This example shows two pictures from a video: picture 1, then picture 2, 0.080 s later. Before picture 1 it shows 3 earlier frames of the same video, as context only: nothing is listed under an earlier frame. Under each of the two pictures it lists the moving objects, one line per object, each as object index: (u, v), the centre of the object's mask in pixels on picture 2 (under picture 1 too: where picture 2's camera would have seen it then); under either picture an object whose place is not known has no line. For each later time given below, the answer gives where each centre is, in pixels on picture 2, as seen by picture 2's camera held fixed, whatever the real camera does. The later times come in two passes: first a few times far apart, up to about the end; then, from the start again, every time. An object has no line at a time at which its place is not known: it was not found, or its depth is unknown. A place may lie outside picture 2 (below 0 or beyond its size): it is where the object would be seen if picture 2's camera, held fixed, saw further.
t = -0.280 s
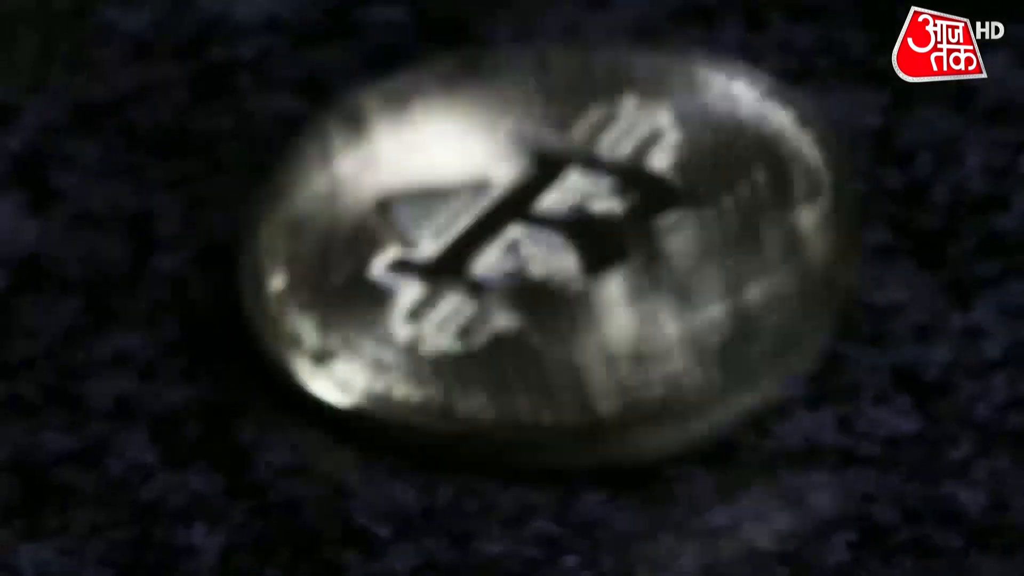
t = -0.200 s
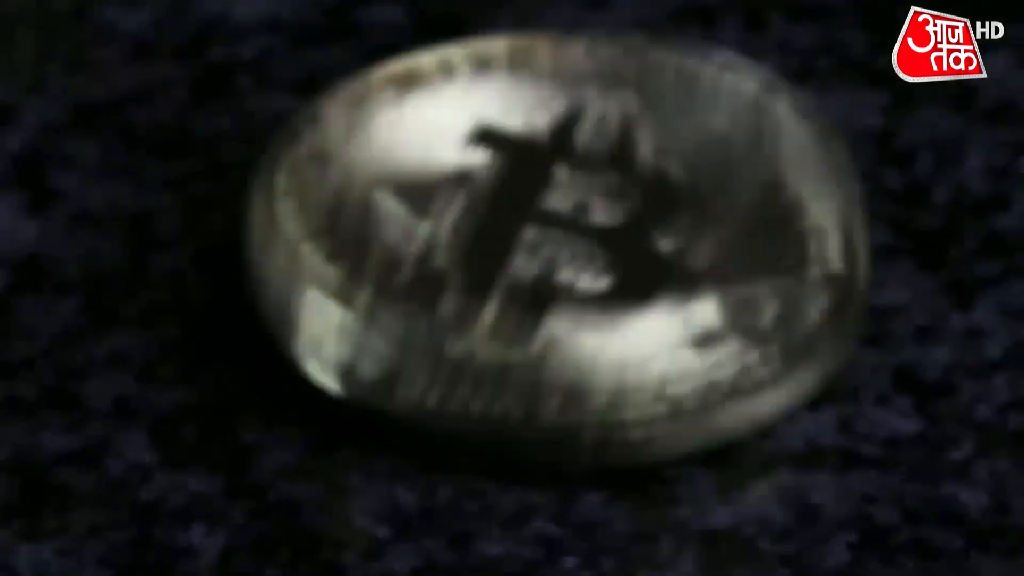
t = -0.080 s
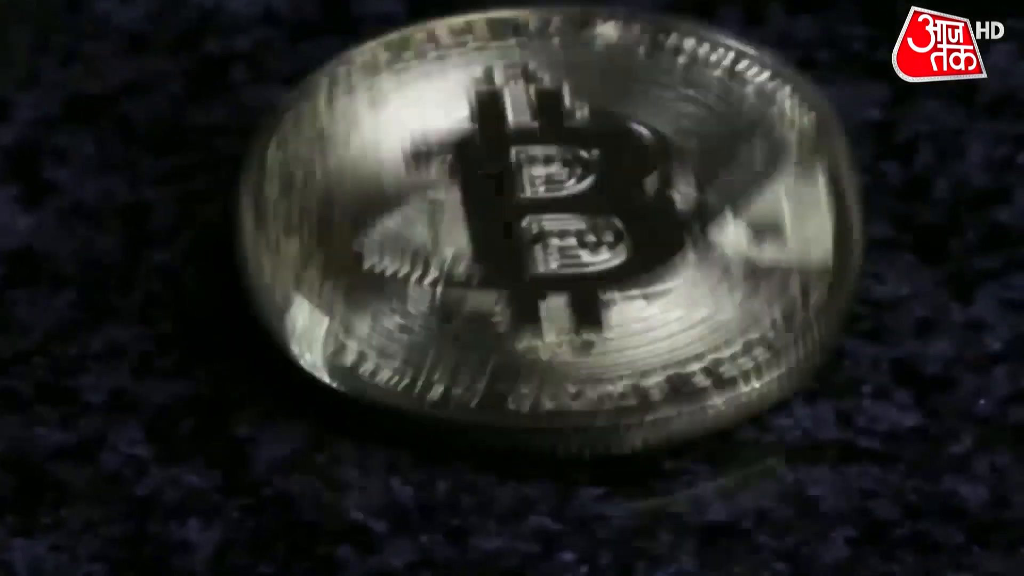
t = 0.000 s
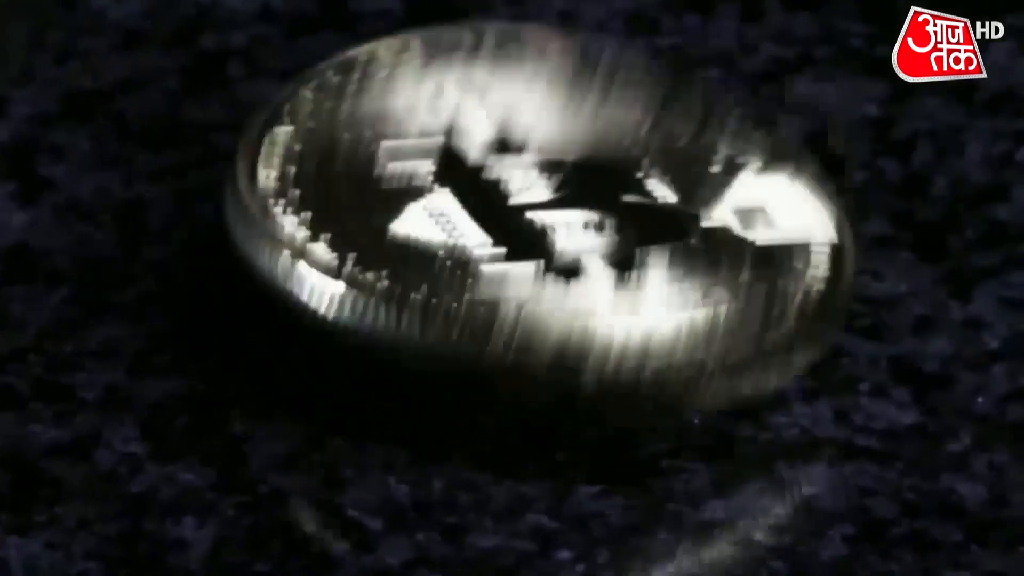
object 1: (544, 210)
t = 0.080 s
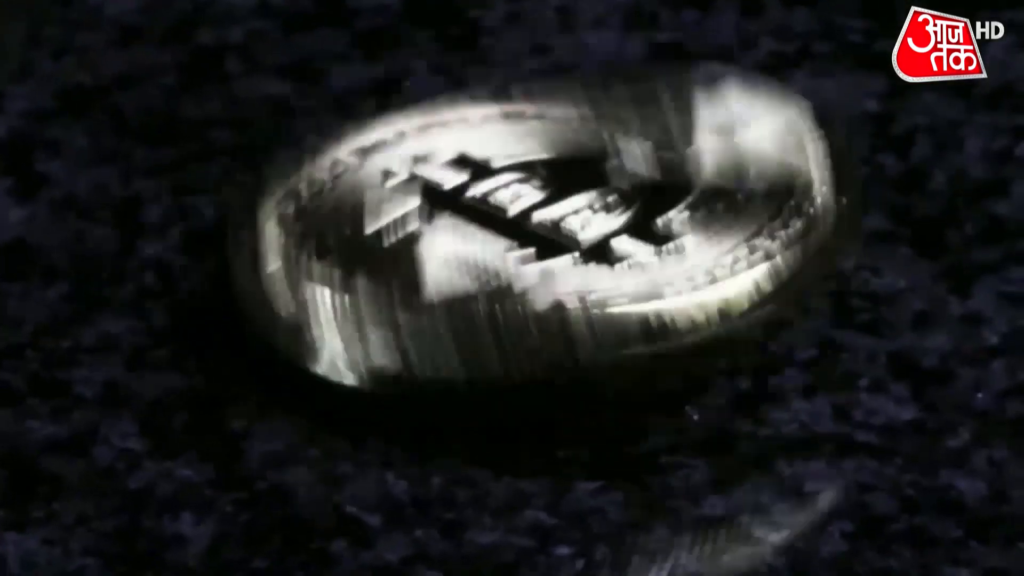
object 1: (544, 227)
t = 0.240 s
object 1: (551, 214)
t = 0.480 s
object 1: (548, 225)
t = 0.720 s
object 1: (552, 235)
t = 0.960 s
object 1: (554, 247)
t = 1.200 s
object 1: (547, 245)
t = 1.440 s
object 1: (541, 244)
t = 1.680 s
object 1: (552, 251)
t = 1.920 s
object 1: (557, 257)
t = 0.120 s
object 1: (557, 224)
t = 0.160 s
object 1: (555, 228)
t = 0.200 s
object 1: (548, 228)
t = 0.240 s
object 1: (551, 214)
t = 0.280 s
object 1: (546, 233)
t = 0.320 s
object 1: (537, 233)
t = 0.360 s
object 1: (550, 225)
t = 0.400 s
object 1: (555, 239)
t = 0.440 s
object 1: (557, 233)
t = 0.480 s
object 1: (548, 225)
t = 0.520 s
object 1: (551, 230)
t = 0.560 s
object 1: (548, 251)
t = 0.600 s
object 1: (536, 228)
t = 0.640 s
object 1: (557, 237)
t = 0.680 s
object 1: (554, 245)
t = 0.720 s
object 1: (552, 235)
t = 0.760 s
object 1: (555, 227)
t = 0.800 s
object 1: (548, 240)
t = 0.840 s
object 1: (547, 256)
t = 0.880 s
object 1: (535, 235)
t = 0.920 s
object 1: (554, 239)
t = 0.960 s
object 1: (554, 247)
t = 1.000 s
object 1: (553, 253)
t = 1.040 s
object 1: (540, 241)
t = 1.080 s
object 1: (549, 232)
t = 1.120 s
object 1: (547, 251)
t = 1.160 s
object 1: (551, 258)
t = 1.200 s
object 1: (547, 245)
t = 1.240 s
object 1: (540, 239)
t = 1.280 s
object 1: (553, 240)
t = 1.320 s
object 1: (548, 248)
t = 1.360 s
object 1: (544, 259)
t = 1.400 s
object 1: (539, 268)
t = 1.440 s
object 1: (541, 244)
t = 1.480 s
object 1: (555, 246)
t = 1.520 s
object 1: (550, 252)
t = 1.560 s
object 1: (550, 252)
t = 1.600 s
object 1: (546, 262)
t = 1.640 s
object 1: (549, 266)
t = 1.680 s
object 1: (552, 251)
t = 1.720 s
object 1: (544, 250)
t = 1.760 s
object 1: (546, 248)
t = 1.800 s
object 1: (549, 250)
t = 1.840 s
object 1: (554, 256)
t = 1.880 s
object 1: (558, 257)
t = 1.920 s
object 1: (557, 257)
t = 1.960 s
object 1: (555, 258)
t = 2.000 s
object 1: (555, 260)
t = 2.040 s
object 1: (556, 262)
